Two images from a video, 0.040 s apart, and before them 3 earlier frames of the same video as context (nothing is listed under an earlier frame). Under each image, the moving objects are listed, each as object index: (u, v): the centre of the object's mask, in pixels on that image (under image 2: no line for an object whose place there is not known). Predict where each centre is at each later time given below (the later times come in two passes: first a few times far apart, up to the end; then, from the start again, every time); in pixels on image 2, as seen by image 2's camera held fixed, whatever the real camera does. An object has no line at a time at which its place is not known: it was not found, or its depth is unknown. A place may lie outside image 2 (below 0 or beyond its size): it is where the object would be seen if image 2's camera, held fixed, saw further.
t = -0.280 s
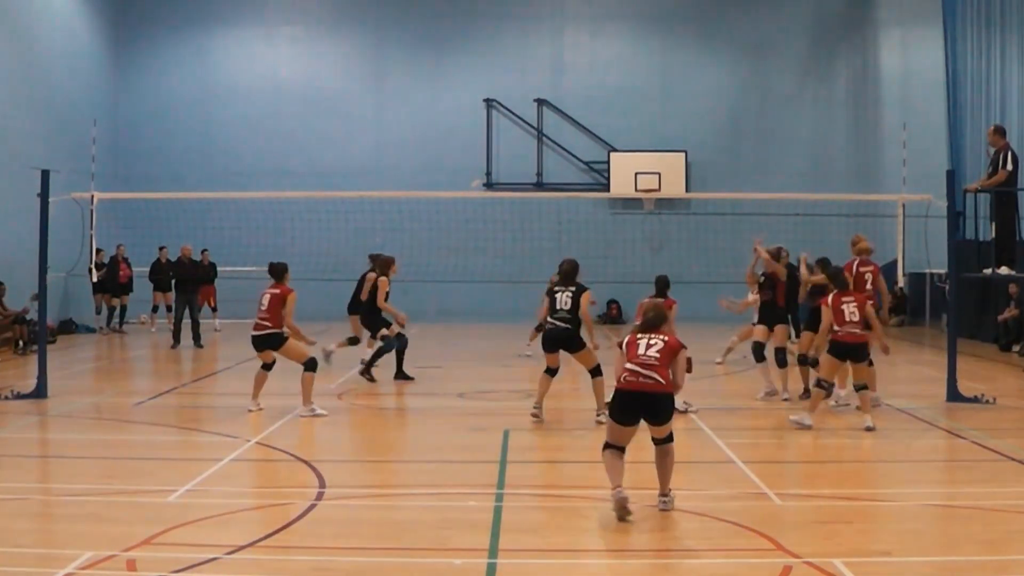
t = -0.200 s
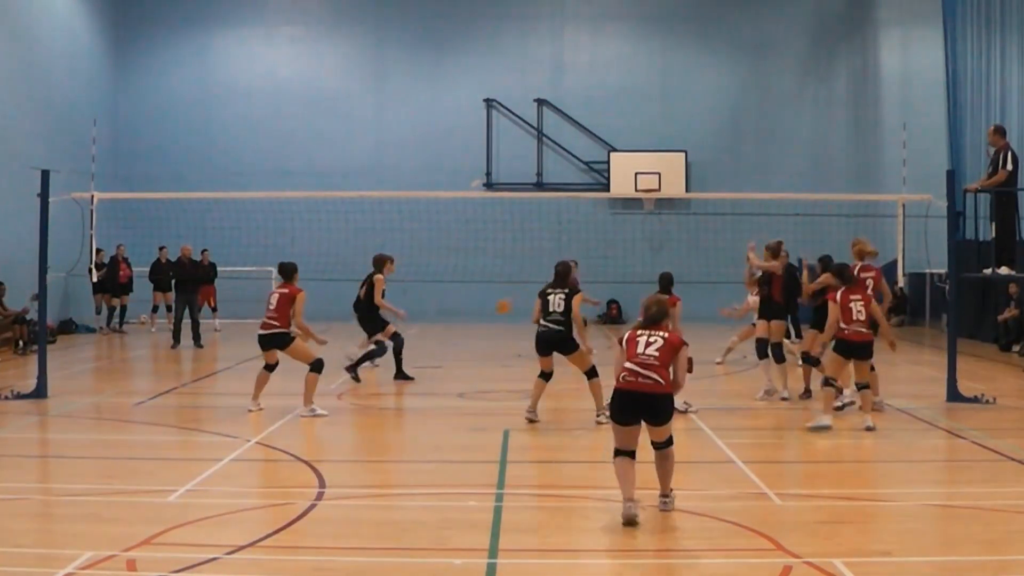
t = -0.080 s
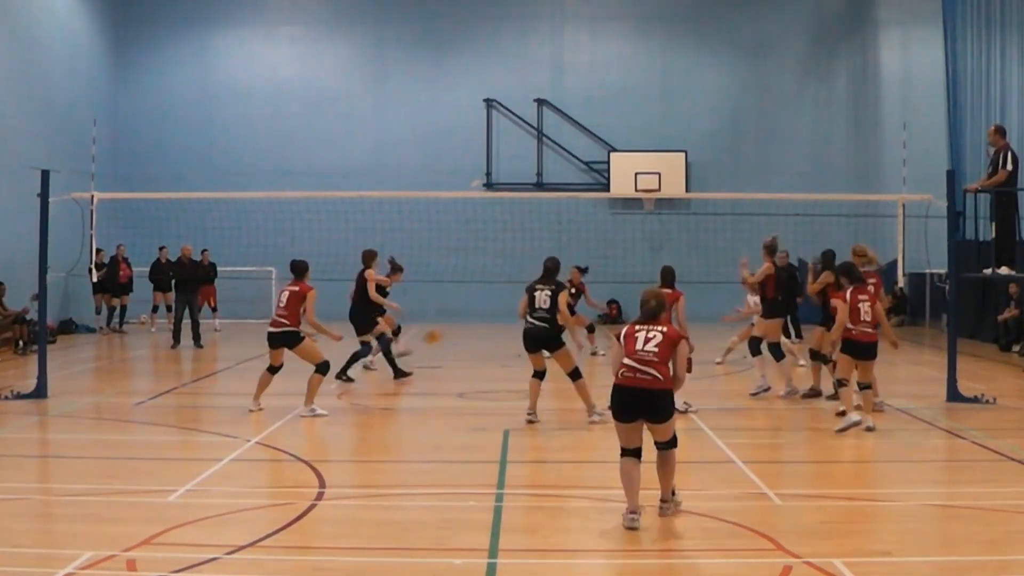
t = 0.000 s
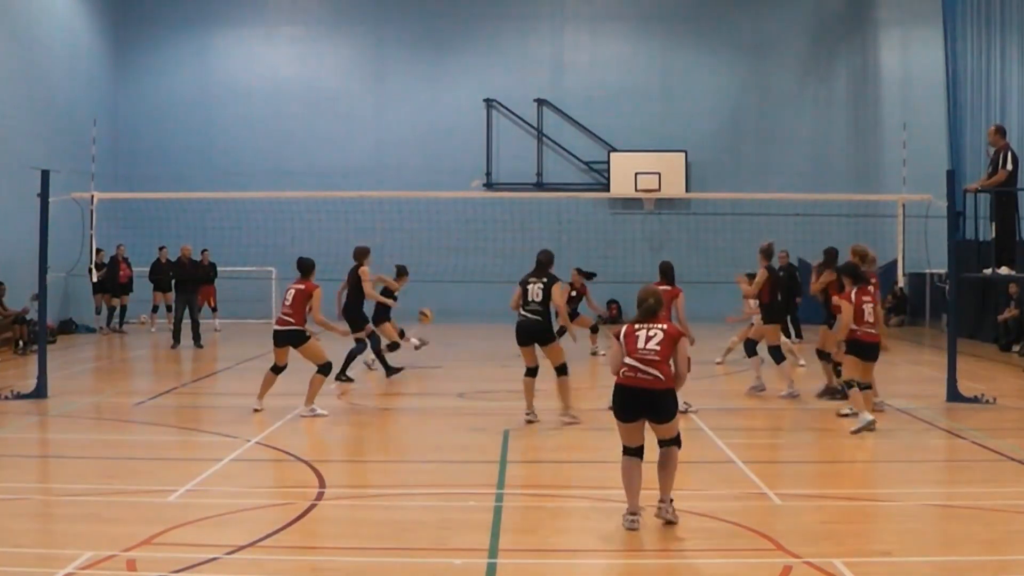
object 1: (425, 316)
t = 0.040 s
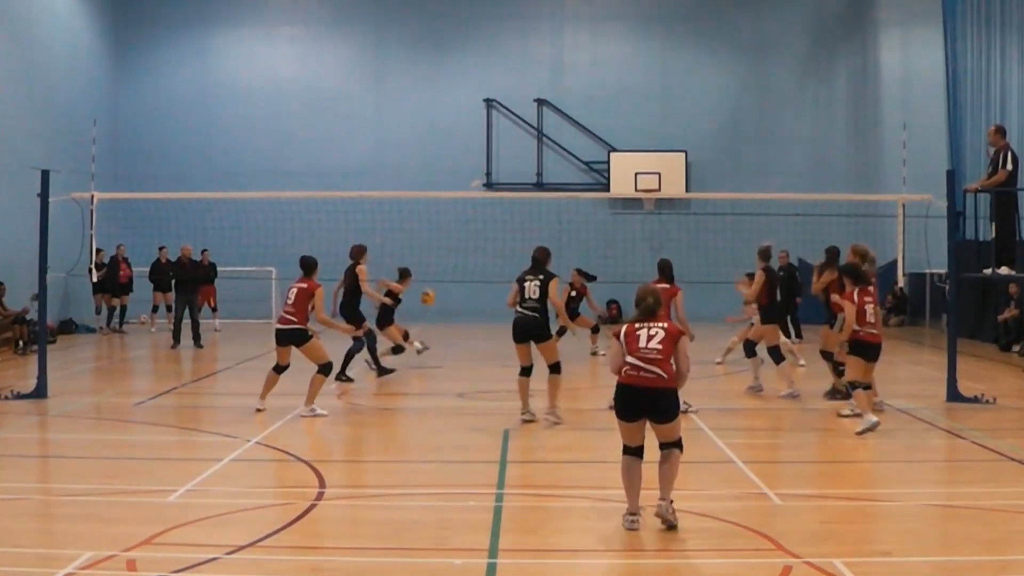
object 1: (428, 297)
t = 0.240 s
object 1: (440, 223)
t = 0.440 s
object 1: (452, 173)
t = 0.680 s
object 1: (463, 152)
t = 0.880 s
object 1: (470, 171)
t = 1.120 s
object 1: (448, 201)
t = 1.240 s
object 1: (429, 228)
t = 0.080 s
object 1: (430, 282)
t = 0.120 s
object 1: (433, 265)
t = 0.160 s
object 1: (436, 250)
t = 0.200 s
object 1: (438, 236)
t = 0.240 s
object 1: (440, 223)
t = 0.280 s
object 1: (443, 211)
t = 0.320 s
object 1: (445, 202)
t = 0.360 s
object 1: (447, 187)
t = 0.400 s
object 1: (450, 181)
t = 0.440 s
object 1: (452, 173)
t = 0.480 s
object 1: (454, 167)
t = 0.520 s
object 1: (456, 161)
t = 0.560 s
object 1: (458, 157)
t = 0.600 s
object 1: (460, 154)
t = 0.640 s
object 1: (461, 152)
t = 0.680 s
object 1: (463, 152)
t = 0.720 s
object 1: (464, 153)
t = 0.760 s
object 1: (466, 155)
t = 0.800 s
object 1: (467, 159)
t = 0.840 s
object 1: (469, 164)
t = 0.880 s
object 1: (470, 171)
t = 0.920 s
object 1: (472, 179)
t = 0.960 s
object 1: (470, 187)
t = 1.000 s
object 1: (466, 188)
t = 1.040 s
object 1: (460, 191)
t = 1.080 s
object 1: (454, 195)
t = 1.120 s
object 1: (448, 201)
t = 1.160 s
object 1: (442, 208)
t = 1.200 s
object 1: (436, 217)
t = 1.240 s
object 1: (429, 228)
